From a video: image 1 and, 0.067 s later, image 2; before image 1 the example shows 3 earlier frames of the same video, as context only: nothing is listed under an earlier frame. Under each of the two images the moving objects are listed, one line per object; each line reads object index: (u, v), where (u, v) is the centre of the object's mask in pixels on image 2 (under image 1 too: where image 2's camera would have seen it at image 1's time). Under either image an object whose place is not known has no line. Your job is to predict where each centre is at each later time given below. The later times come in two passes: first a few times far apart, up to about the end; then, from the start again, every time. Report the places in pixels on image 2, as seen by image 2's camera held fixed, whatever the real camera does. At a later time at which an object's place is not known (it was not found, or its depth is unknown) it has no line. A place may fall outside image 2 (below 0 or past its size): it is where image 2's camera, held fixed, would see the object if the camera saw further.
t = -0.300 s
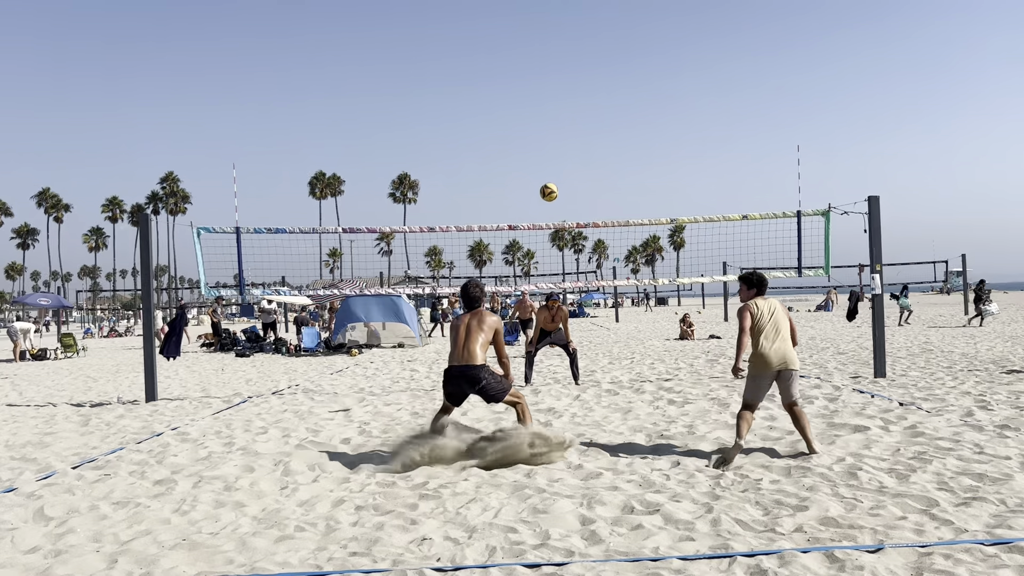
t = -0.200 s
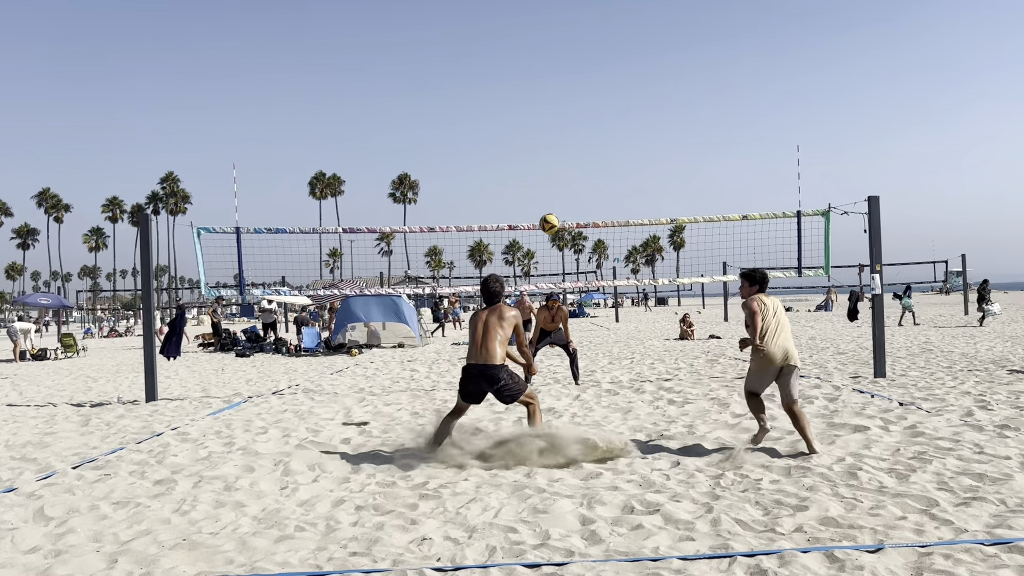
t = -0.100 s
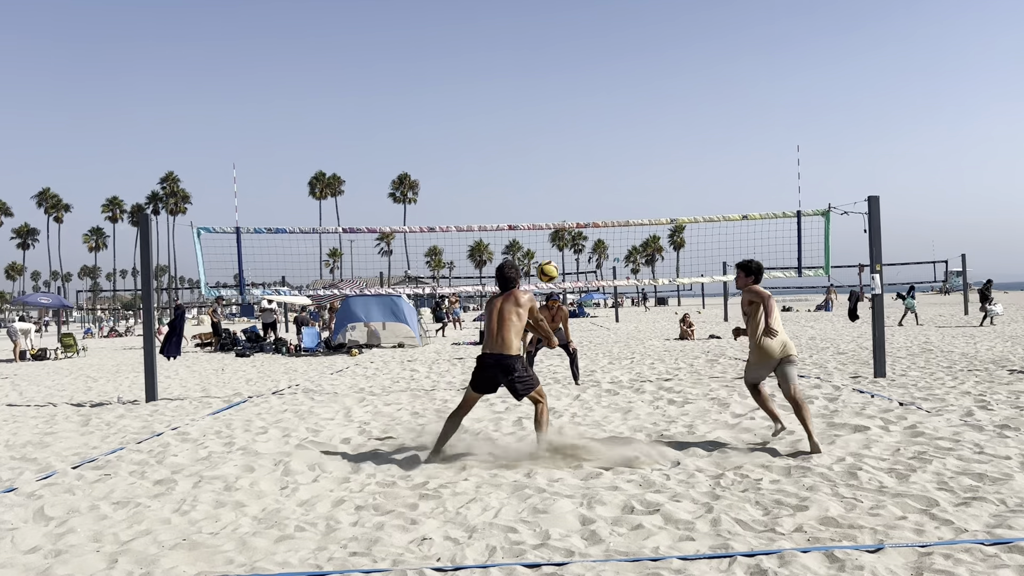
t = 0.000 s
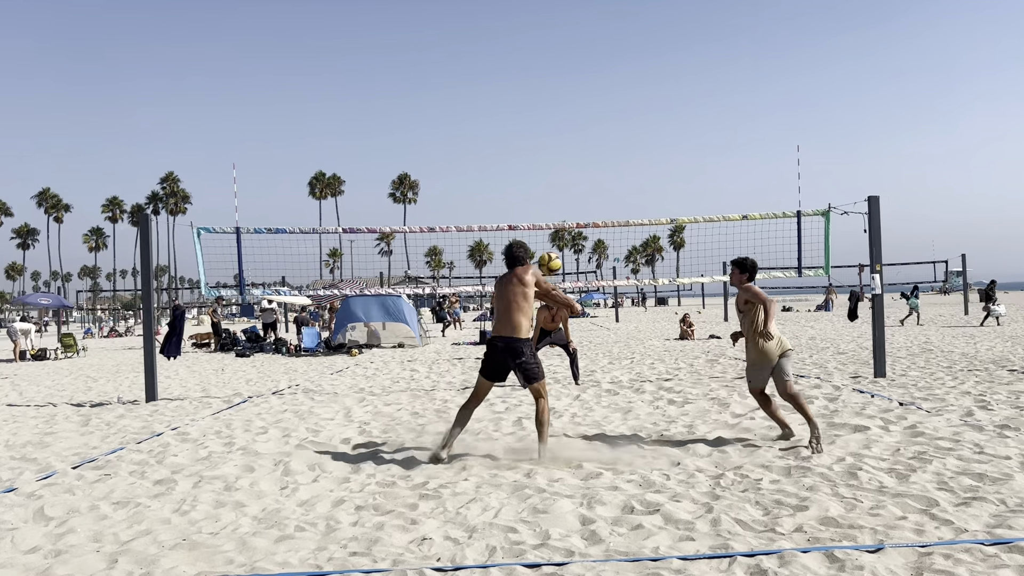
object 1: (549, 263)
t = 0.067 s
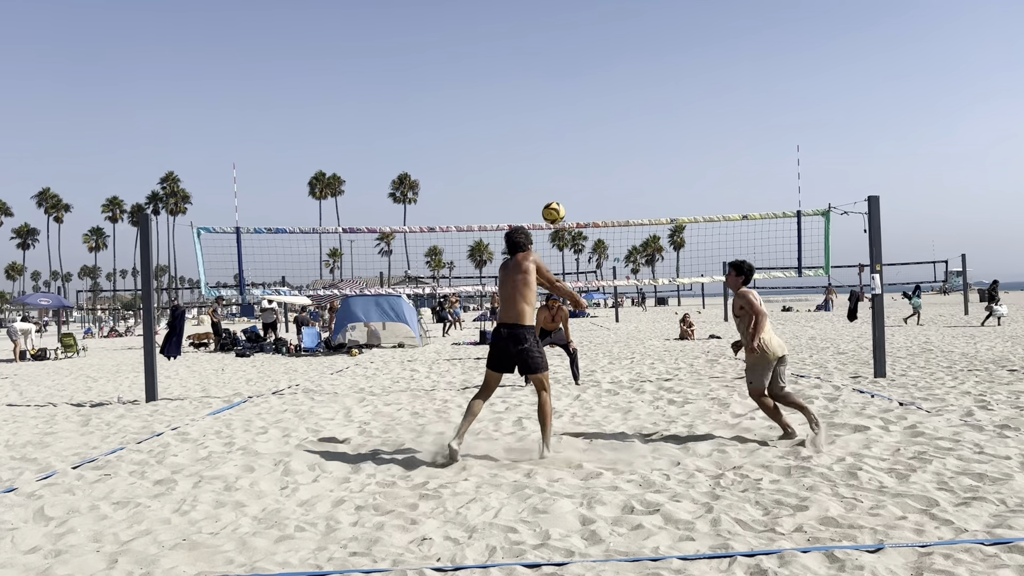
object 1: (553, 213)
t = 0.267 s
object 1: (563, 100)
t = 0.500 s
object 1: (569, 31)
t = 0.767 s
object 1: (574, 20)
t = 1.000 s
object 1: (577, 60)
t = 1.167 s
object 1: (579, 112)
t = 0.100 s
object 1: (555, 190)
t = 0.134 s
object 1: (557, 169)
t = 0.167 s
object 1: (559, 150)
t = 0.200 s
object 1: (560, 132)
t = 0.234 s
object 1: (562, 115)
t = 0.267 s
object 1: (563, 100)
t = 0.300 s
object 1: (564, 86)
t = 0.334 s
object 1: (565, 74)
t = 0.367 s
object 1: (565, 62)
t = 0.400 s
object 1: (566, 53)
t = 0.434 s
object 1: (567, 44)
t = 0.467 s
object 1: (568, 37)
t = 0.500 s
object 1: (569, 31)
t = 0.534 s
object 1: (569, 26)
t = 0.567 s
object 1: (570, 22)
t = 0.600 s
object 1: (571, 19)
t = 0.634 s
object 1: (572, 17)
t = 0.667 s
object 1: (572, 16)
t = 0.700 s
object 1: (573, 16)
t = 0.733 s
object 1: (573, 18)
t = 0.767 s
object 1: (574, 20)
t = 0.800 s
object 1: (575, 23)
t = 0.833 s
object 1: (575, 27)
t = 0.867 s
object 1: (575, 32)
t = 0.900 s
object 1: (576, 38)
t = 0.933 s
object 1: (576, 44)
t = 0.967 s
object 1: (577, 52)
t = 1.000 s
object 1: (577, 60)
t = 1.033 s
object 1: (578, 69)
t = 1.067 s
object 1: (578, 79)
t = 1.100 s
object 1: (578, 89)
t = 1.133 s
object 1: (578, 100)
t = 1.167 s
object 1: (579, 112)
